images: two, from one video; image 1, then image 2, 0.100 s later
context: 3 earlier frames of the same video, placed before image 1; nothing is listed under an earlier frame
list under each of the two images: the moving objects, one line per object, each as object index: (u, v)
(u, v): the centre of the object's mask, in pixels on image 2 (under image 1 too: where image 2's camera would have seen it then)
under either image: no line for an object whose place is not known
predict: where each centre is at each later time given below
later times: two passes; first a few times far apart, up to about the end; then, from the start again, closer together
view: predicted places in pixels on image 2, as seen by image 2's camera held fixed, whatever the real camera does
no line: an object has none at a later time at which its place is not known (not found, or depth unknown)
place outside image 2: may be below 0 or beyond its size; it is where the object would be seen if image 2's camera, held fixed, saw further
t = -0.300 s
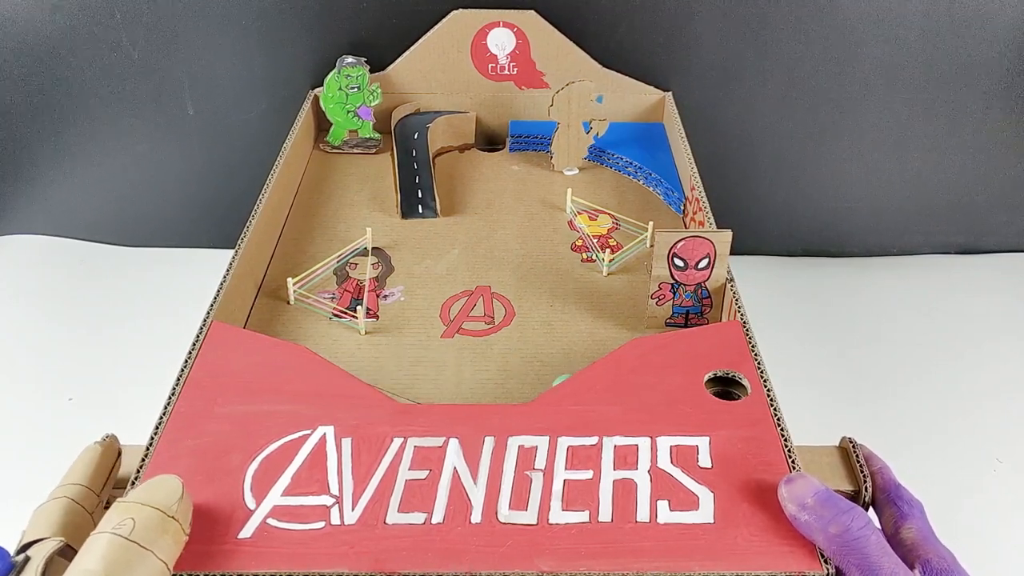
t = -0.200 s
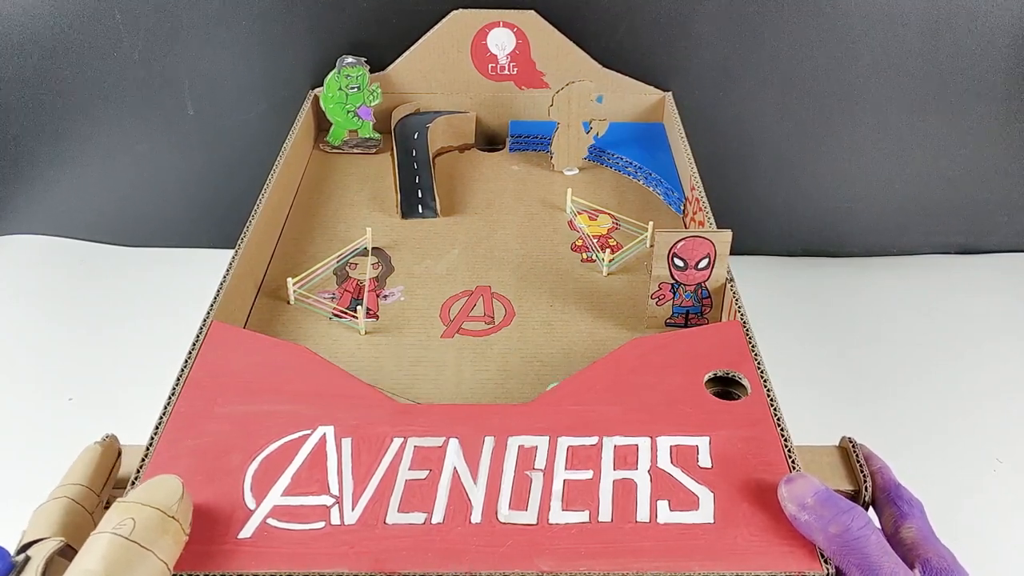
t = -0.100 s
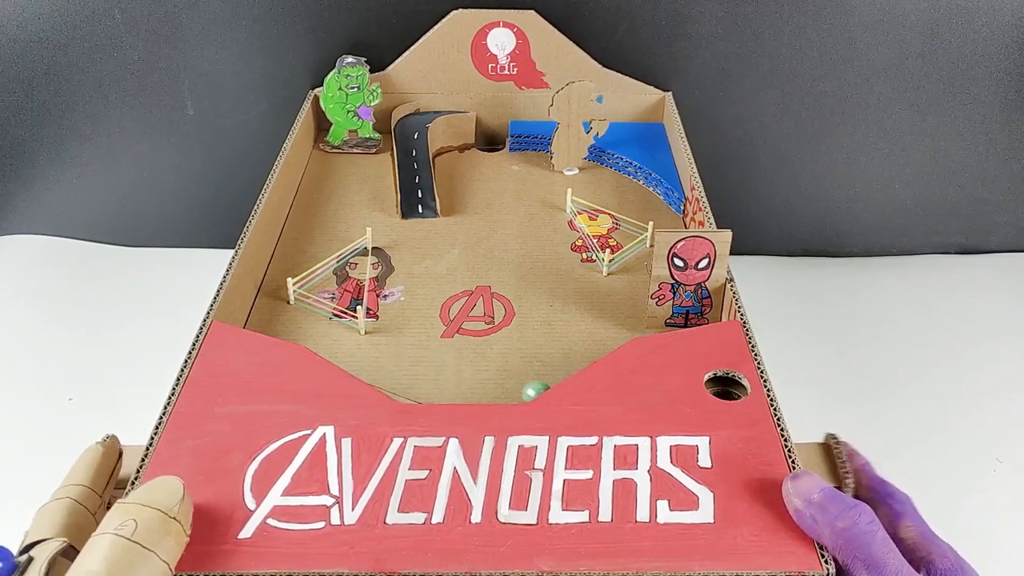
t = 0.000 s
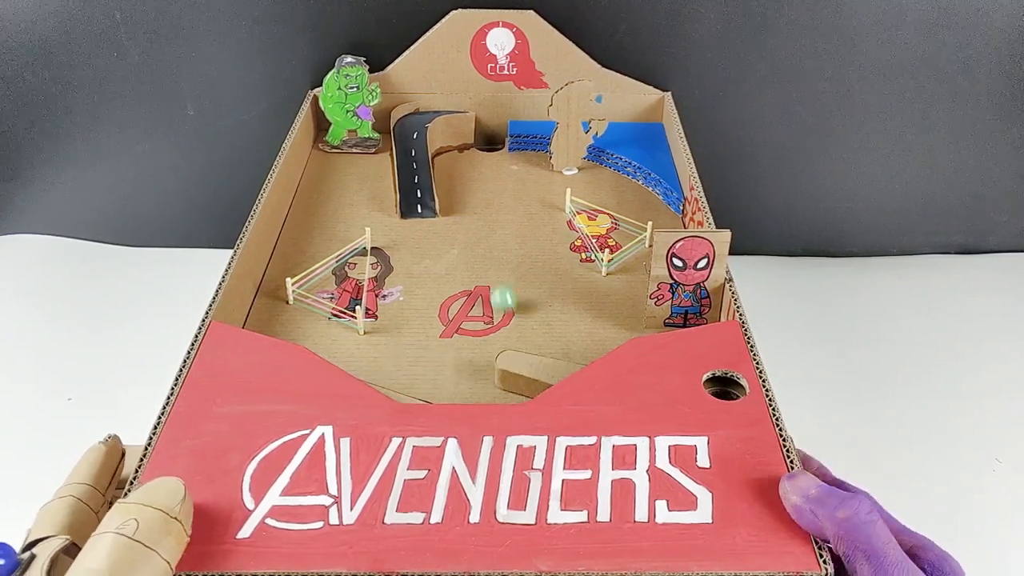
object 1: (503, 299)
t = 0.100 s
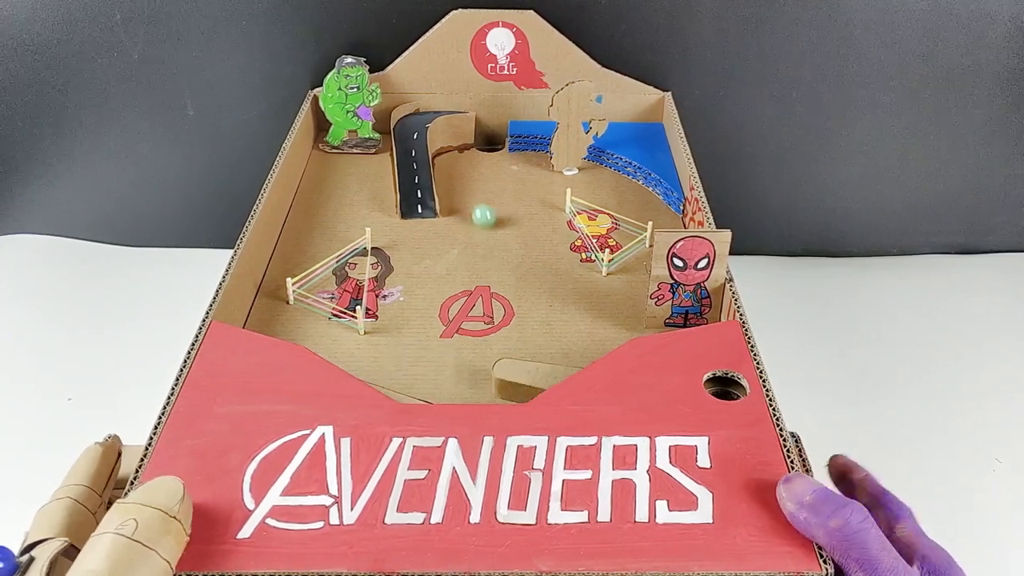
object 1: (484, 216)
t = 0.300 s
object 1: (479, 162)
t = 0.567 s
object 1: (563, 252)
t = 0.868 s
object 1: (601, 318)
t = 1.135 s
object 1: (534, 296)
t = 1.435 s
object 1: (462, 346)
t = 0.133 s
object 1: (478, 196)
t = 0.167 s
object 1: (471, 178)
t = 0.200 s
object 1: (466, 162)
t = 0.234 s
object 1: (461, 148)
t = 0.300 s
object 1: (479, 162)
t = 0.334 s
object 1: (489, 172)
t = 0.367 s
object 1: (498, 181)
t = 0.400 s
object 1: (508, 190)
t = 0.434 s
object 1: (518, 201)
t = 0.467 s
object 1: (528, 212)
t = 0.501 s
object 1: (539, 223)
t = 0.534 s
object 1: (551, 237)
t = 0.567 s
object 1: (563, 252)
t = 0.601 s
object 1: (576, 268)
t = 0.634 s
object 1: (591, 286)
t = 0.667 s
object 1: (605, 306)
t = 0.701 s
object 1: (621, 328)
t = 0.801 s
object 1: (620, 334)
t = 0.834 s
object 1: (611, 325)
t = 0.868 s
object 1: (601, 318)
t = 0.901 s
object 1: (592, 311)
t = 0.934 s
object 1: (583, 306)
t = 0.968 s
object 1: (574, 302)
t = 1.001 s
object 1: (565, 299)
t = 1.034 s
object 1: (557, 297)
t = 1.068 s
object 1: (549, 295)
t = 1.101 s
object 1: (542, 295)
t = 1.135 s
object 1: (534, 296)
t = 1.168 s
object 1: (526, 298)
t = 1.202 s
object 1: (519, 300)
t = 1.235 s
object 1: (512, 303)
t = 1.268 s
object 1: (504, 308)
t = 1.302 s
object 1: (496, 313)
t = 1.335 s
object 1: (488, 320)
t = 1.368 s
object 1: (480, 327)
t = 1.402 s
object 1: (471, 336)
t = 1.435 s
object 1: (462, 346)
